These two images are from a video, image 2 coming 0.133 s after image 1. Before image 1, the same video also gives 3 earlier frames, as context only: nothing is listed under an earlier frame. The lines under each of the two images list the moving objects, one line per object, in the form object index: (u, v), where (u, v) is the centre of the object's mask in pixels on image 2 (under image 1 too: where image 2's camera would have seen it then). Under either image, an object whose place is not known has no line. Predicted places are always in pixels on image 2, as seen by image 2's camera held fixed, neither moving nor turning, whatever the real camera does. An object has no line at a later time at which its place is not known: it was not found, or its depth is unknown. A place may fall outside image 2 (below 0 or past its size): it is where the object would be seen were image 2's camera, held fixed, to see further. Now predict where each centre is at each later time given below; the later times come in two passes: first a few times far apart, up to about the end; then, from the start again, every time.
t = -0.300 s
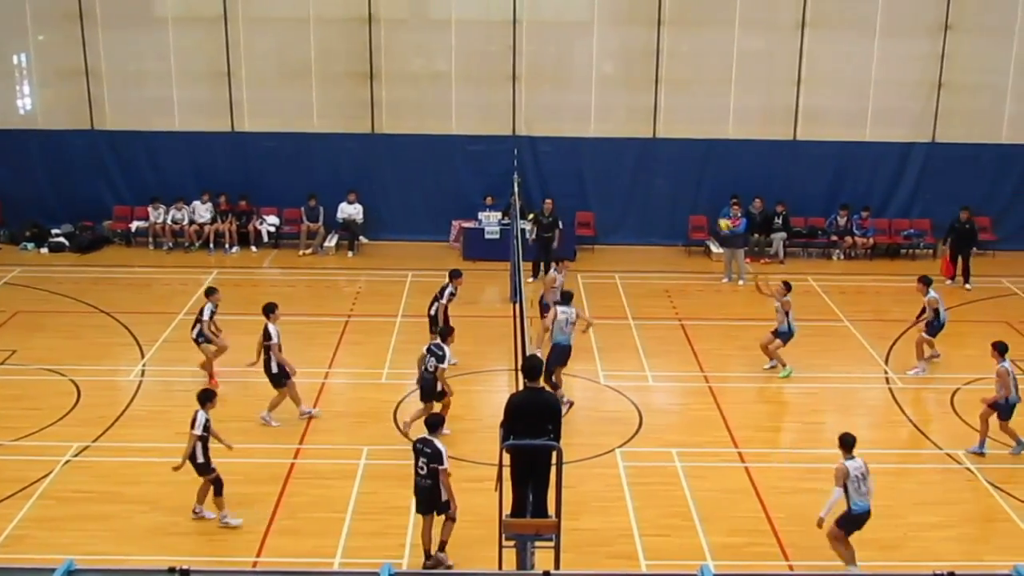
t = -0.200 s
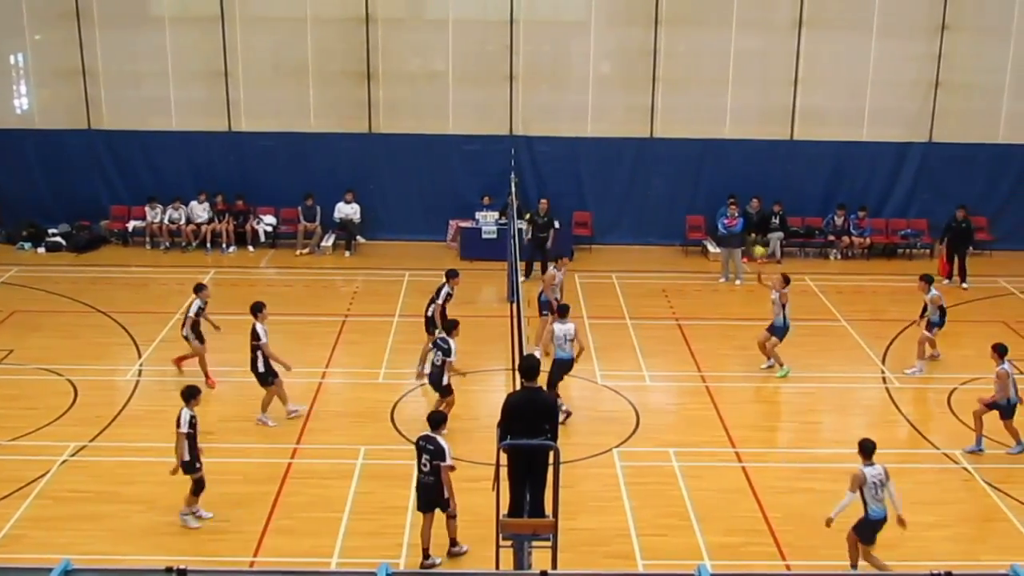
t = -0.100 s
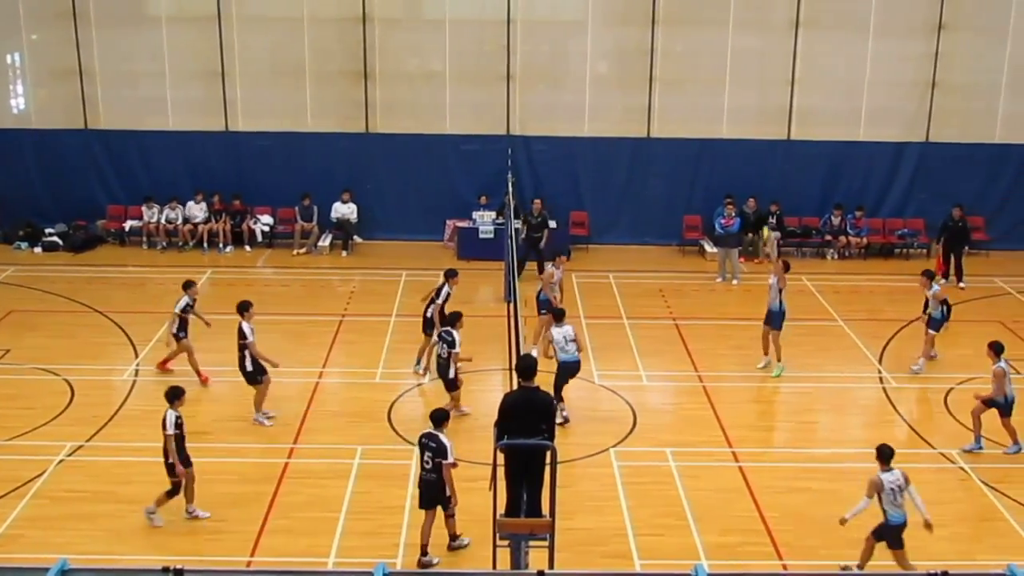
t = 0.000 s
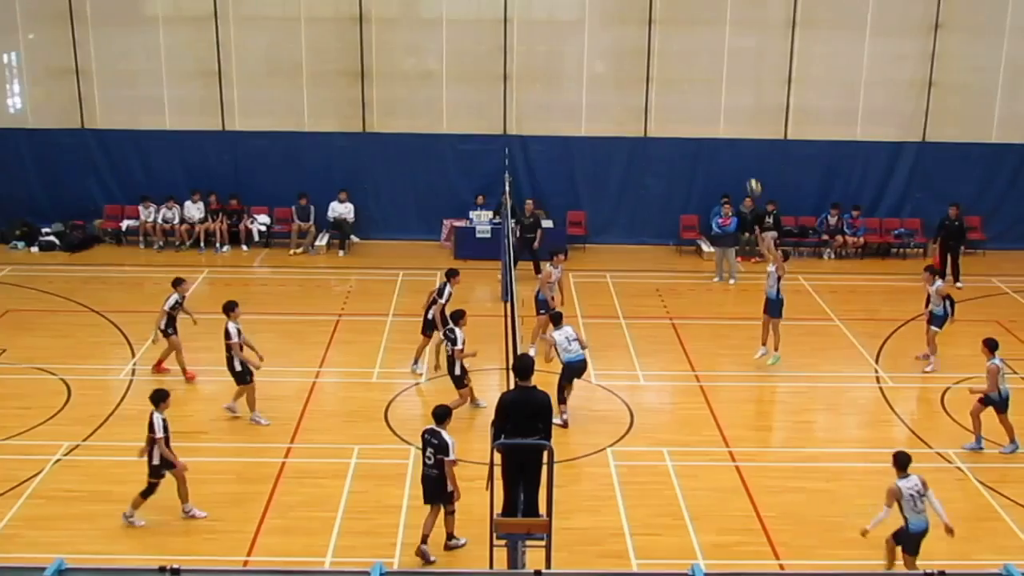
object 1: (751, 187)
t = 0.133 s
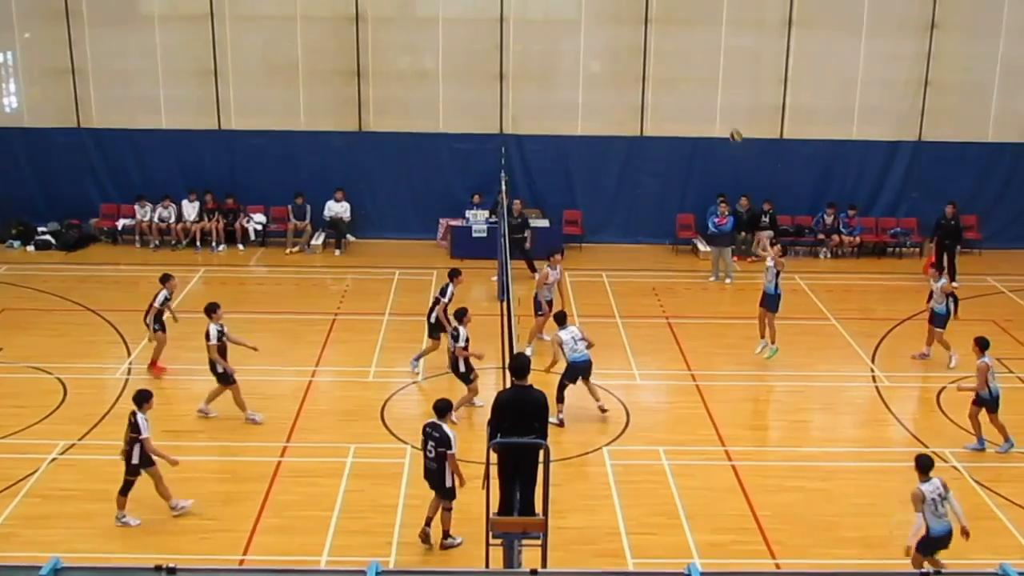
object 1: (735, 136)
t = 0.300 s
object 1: (715, 85)
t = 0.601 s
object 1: (679, 41)
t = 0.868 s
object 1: (645, 53)
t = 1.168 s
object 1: (605, 119)
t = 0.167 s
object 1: (732, 123)
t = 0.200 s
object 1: (728, 112)
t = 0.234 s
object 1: (723, 103)
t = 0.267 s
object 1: (719, 93)
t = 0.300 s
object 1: (715, 85)
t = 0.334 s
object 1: (712, 77)
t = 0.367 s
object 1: (708, 70)
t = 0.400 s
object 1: (704, 63)
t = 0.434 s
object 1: (700, 58)
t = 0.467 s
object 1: (696, 54)
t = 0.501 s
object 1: (692, 49)
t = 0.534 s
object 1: (688, 46)
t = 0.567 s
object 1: (683, 43)
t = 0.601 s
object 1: (679, 41)
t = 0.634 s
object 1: (675, 40)
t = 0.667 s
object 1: (670, 40)
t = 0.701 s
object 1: (666, 40)
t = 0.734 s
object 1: (662, 41)
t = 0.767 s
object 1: (657, 43)
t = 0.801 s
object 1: (654, 45)
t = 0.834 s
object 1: (650, 48)
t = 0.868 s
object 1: (645, 53)
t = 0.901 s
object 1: (641, 57)
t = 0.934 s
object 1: (636, 62)
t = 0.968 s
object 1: (630, 69)
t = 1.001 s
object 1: (626, 75)
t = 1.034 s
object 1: (622, 82)
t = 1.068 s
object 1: (617, 91)
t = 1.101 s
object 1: (614, 99)
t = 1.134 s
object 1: (609, 108)
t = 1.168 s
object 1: (605, 119)
